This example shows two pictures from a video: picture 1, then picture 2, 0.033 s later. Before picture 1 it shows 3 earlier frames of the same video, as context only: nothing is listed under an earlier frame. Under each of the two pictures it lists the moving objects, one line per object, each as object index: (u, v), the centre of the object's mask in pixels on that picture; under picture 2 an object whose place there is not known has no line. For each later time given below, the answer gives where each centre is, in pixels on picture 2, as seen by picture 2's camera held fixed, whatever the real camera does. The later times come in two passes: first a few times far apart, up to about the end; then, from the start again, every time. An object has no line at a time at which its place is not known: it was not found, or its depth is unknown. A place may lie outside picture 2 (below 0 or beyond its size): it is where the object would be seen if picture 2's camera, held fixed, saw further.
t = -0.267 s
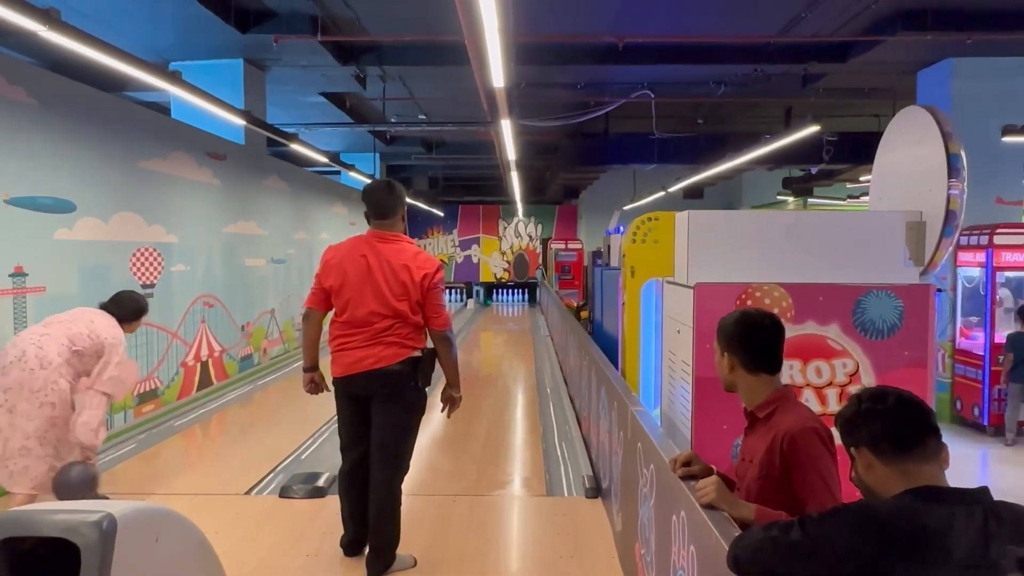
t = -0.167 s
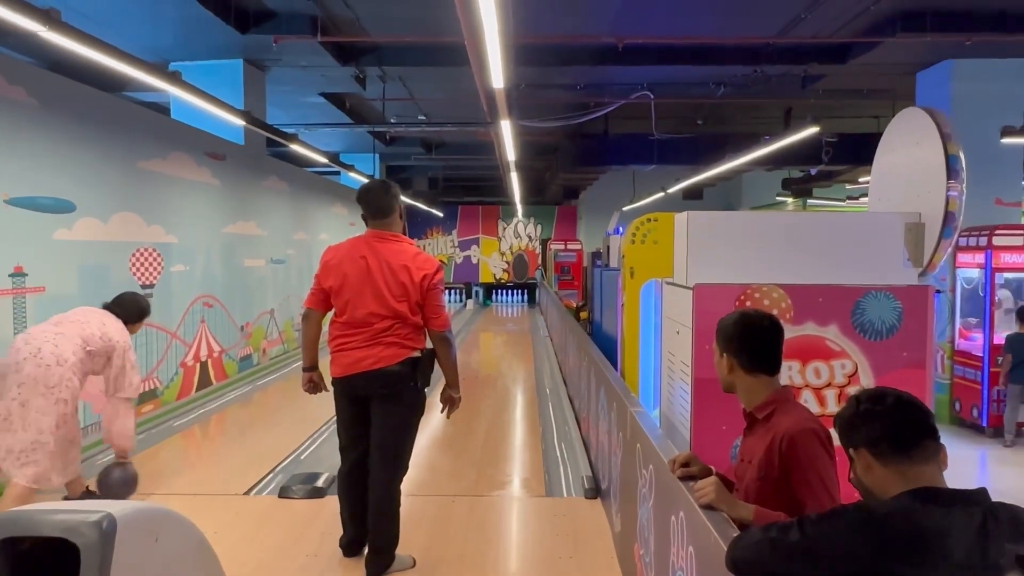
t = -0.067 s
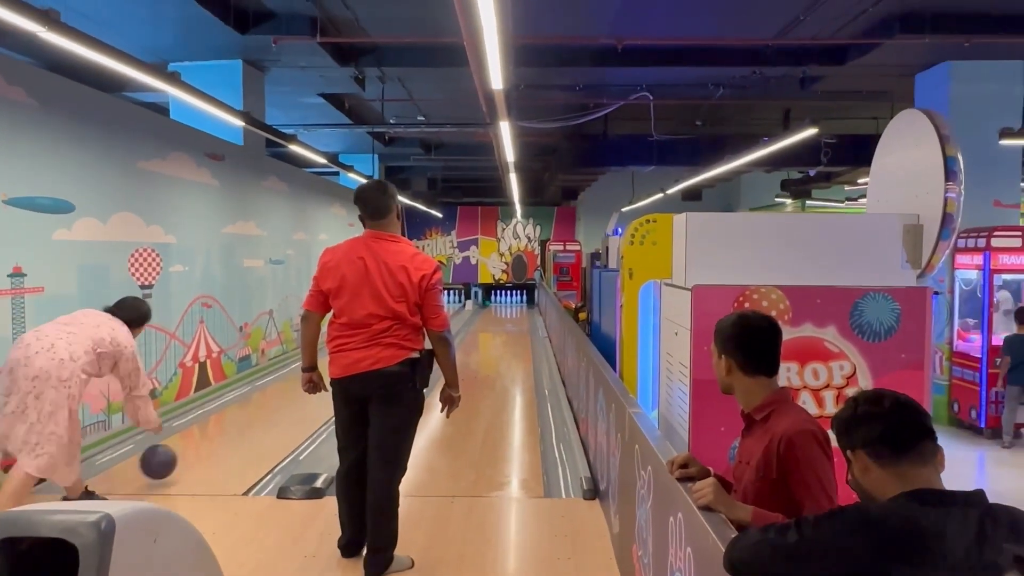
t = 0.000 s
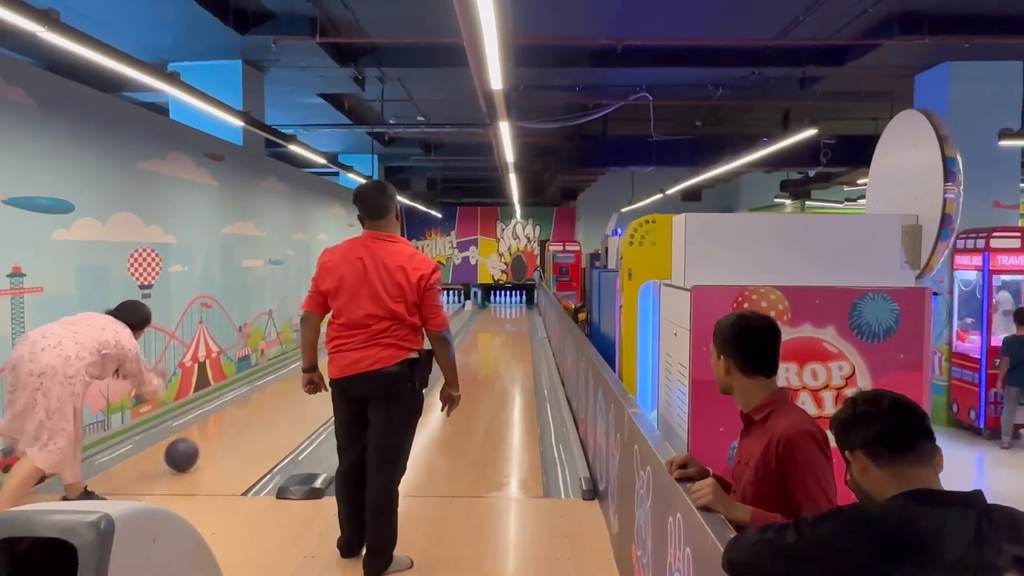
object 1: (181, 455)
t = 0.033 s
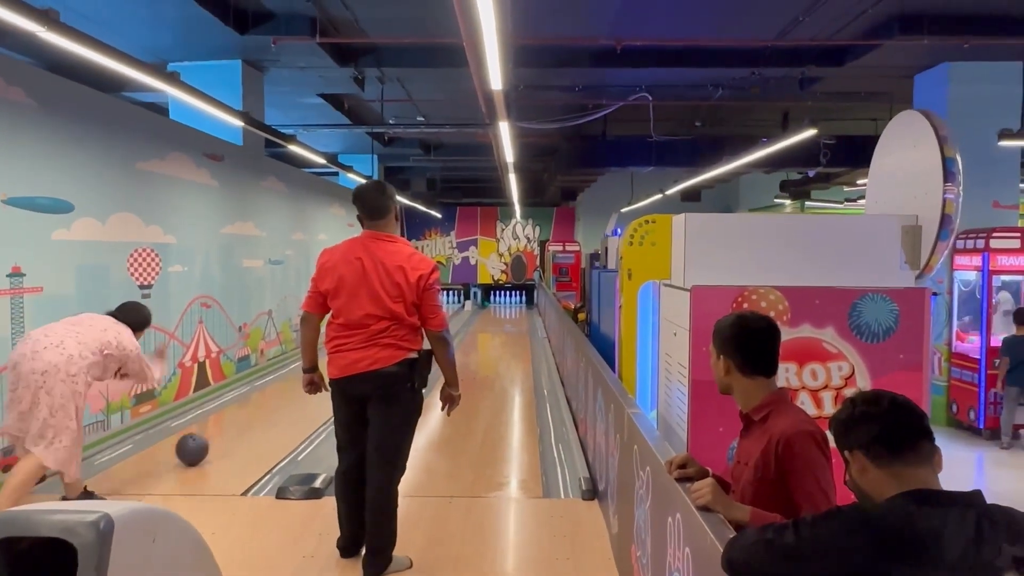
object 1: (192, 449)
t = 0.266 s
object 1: (252, 415)
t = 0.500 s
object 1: (293, 392)
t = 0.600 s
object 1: (307, 384)
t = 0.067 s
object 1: (202, 443)
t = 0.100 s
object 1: (211, 438)
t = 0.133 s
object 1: (220, 433)
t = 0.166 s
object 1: (229, 428)
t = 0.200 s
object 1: (237, 423)
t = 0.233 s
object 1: (245, 419)
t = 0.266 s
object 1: (252, 415)
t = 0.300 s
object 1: (258, 411)
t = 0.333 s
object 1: (265, 408)
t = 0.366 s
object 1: (271, 404)
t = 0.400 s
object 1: (277, 401)
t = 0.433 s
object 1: (283, 398)
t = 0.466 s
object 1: (288, 395)
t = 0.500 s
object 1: (293, 392)
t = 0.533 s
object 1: (298, 389)
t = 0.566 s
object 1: (303, 387)
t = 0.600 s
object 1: (307, 384)
